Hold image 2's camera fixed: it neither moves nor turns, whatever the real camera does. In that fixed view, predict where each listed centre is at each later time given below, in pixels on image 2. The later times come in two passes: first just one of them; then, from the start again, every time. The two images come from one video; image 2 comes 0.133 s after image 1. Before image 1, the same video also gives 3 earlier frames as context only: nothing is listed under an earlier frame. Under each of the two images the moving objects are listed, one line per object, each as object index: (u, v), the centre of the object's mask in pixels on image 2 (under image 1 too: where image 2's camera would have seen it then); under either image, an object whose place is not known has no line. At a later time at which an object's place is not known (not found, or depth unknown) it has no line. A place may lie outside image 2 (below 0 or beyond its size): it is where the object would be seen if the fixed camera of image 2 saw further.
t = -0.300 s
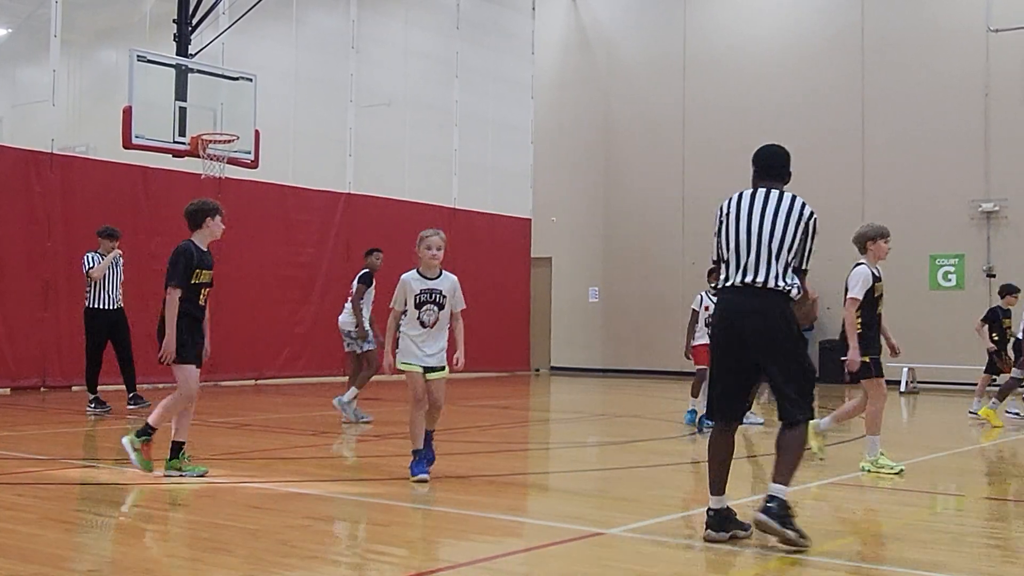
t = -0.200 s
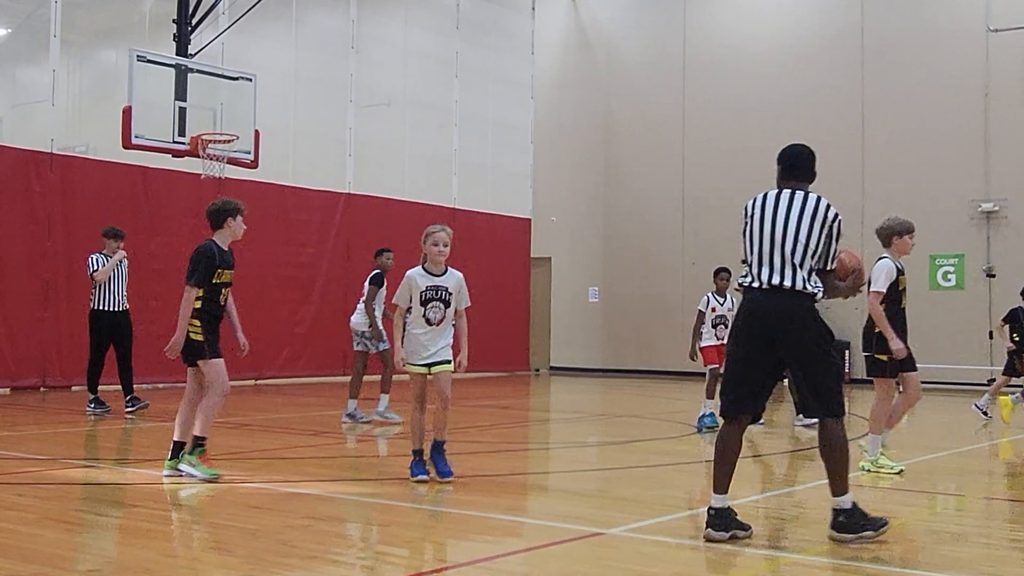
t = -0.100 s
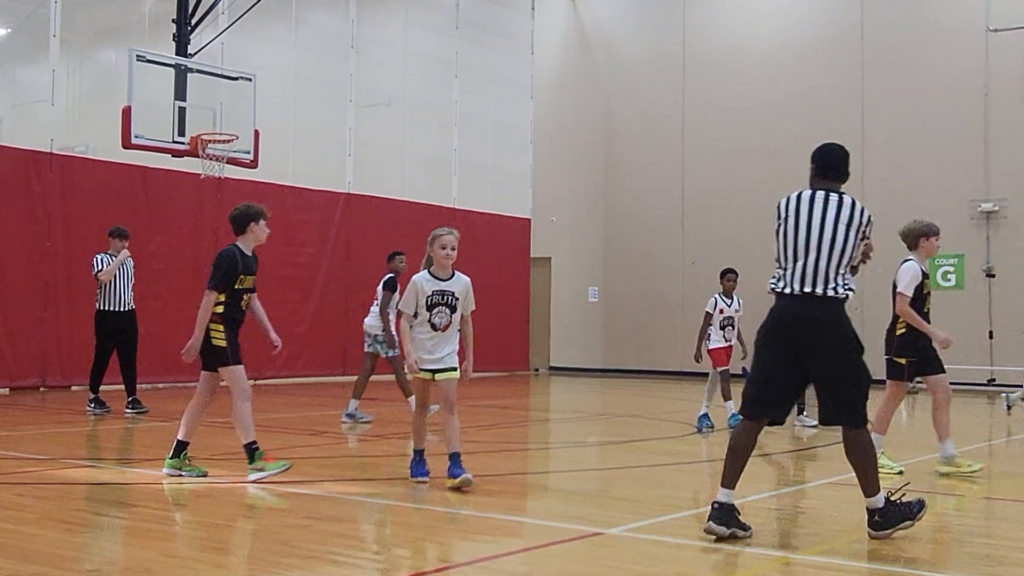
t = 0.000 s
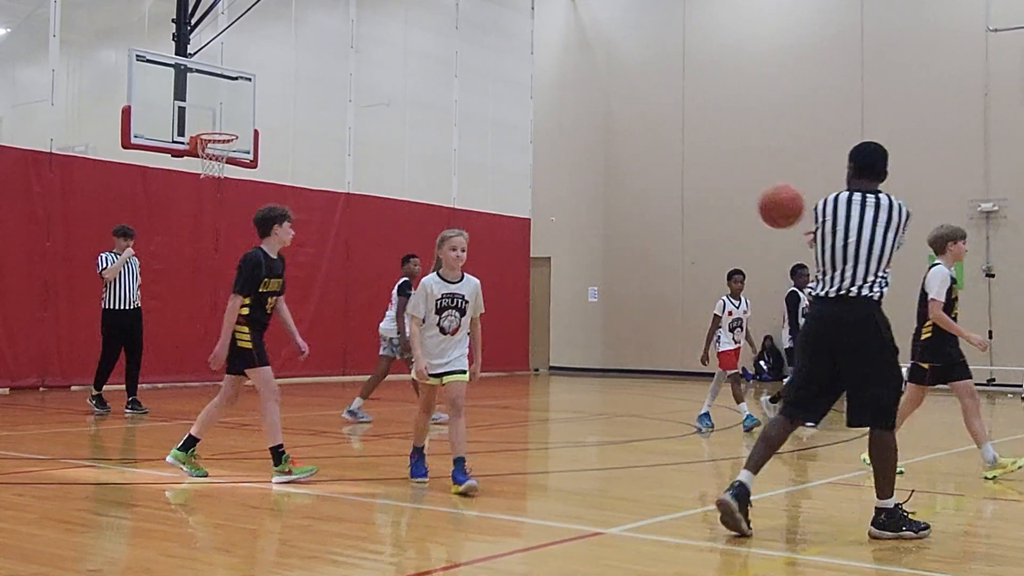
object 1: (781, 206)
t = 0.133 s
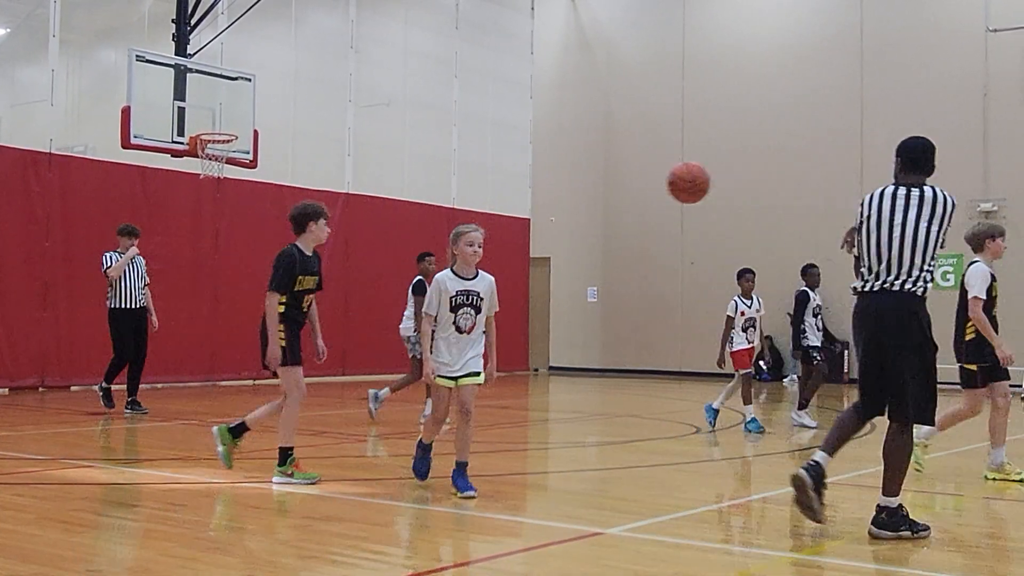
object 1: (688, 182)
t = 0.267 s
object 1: (607, 190)
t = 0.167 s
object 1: (667, 182)
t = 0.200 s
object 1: (647, 183)
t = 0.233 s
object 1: (627, 186)
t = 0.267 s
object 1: (607, 190)
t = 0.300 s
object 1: (589, 197)
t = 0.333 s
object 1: (571, 204)
